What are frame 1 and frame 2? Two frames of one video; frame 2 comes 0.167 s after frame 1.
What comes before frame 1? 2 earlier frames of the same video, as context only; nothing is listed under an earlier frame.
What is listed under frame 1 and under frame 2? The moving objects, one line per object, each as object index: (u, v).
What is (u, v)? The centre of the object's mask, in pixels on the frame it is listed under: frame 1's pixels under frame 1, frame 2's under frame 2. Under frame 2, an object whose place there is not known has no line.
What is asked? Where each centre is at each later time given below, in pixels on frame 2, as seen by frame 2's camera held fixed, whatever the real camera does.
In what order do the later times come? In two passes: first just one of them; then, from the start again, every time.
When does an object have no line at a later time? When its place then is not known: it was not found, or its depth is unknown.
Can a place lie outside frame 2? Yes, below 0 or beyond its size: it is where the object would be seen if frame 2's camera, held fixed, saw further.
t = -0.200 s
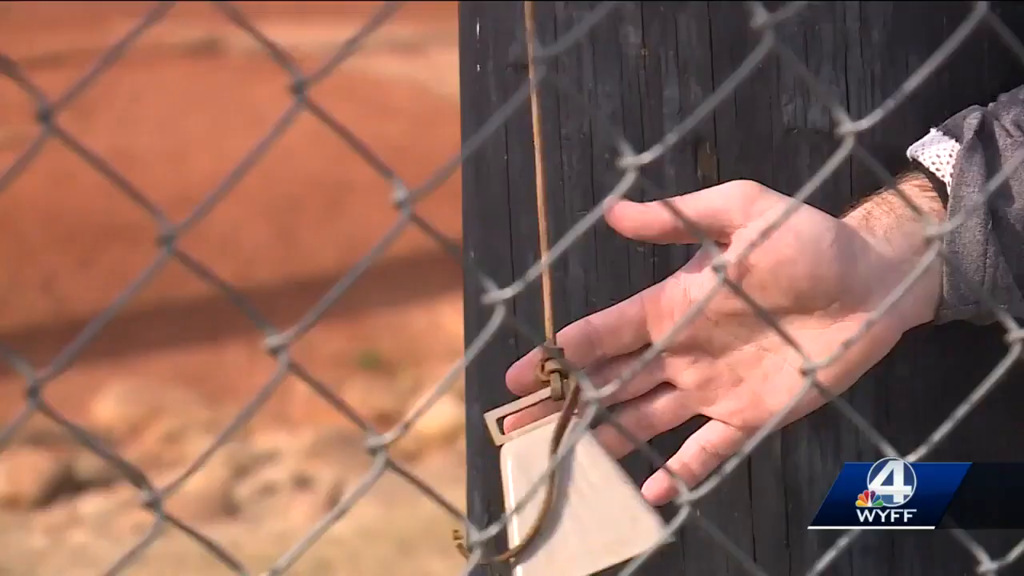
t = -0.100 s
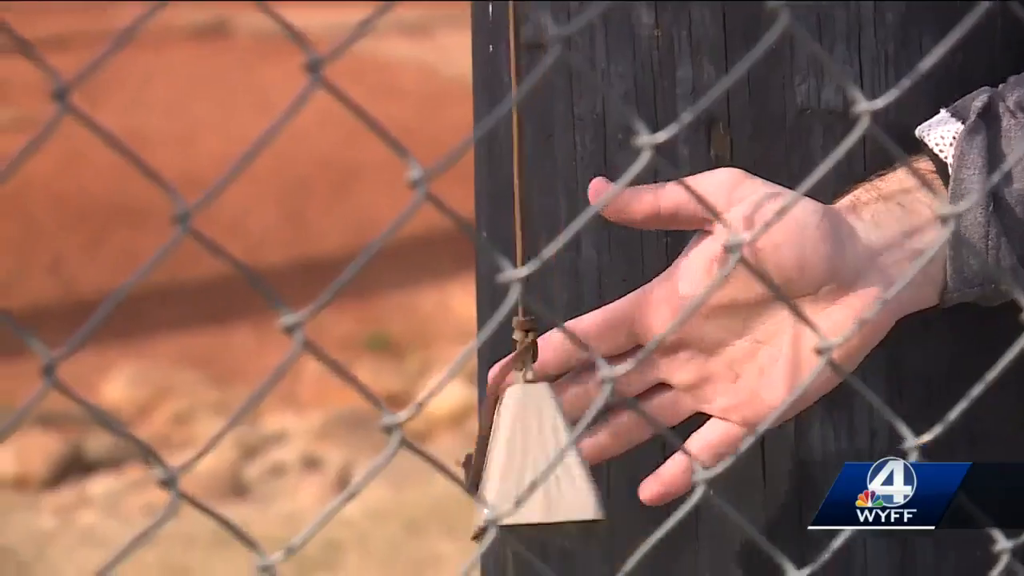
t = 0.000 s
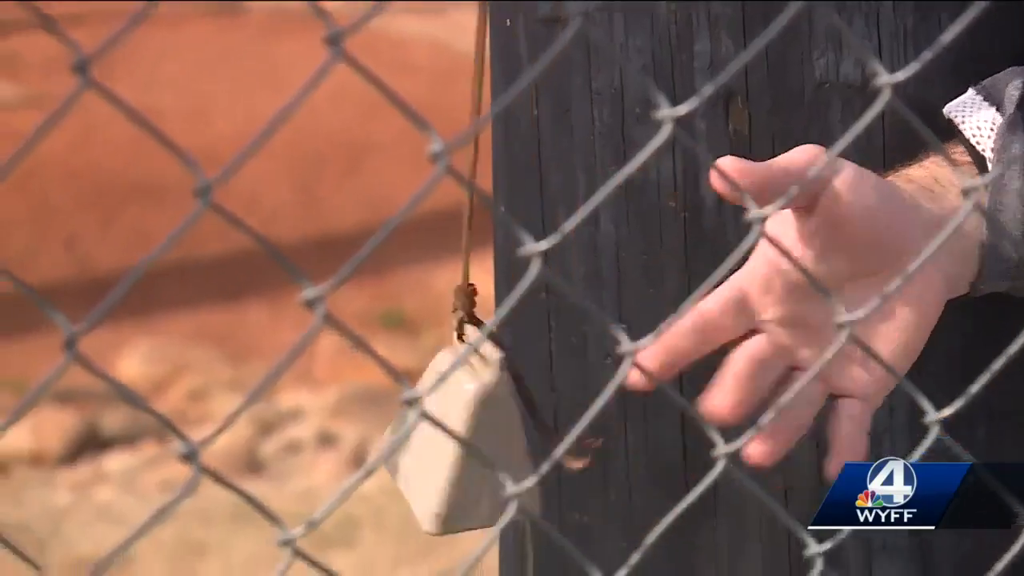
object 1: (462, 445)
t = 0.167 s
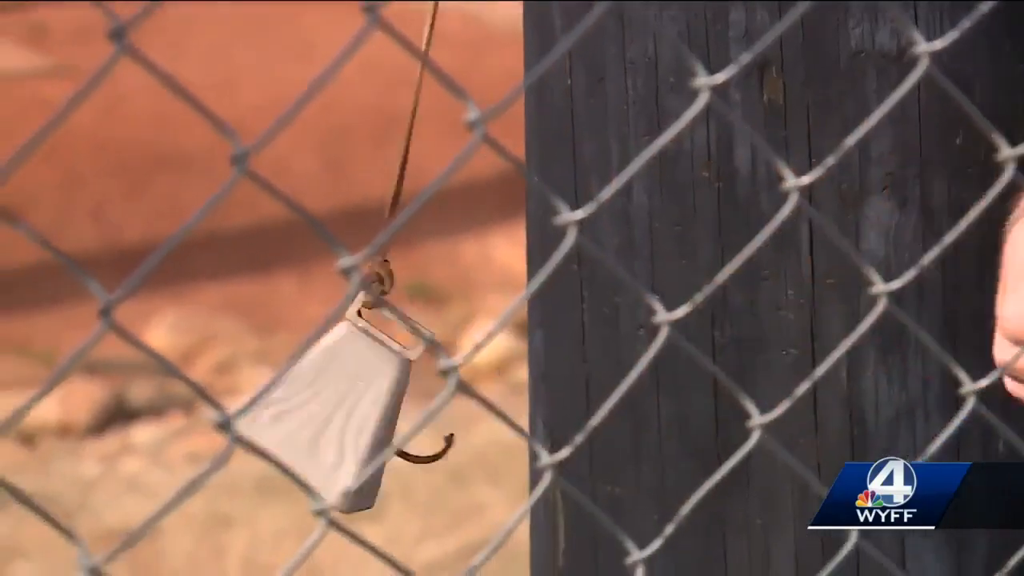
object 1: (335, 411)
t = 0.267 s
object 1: (288, 404)
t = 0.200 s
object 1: (307, 410)
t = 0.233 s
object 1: (294, 418)
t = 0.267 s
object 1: (288, 404)
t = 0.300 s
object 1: (291, 387)
